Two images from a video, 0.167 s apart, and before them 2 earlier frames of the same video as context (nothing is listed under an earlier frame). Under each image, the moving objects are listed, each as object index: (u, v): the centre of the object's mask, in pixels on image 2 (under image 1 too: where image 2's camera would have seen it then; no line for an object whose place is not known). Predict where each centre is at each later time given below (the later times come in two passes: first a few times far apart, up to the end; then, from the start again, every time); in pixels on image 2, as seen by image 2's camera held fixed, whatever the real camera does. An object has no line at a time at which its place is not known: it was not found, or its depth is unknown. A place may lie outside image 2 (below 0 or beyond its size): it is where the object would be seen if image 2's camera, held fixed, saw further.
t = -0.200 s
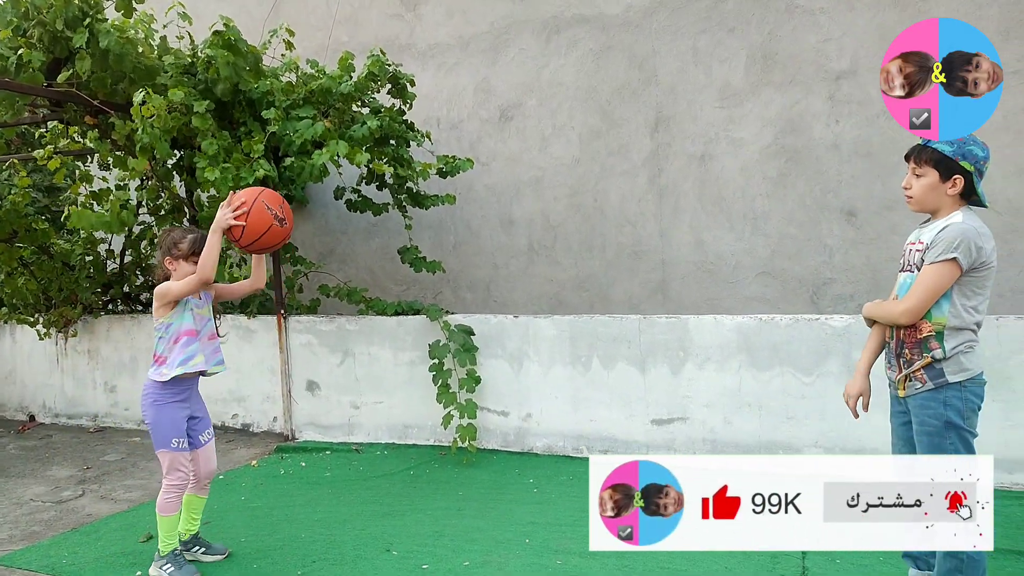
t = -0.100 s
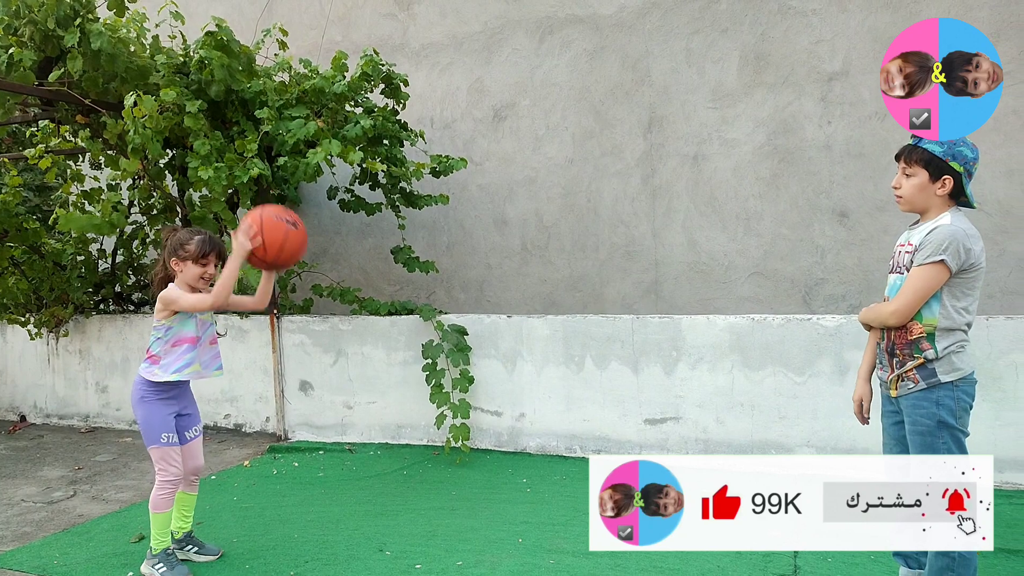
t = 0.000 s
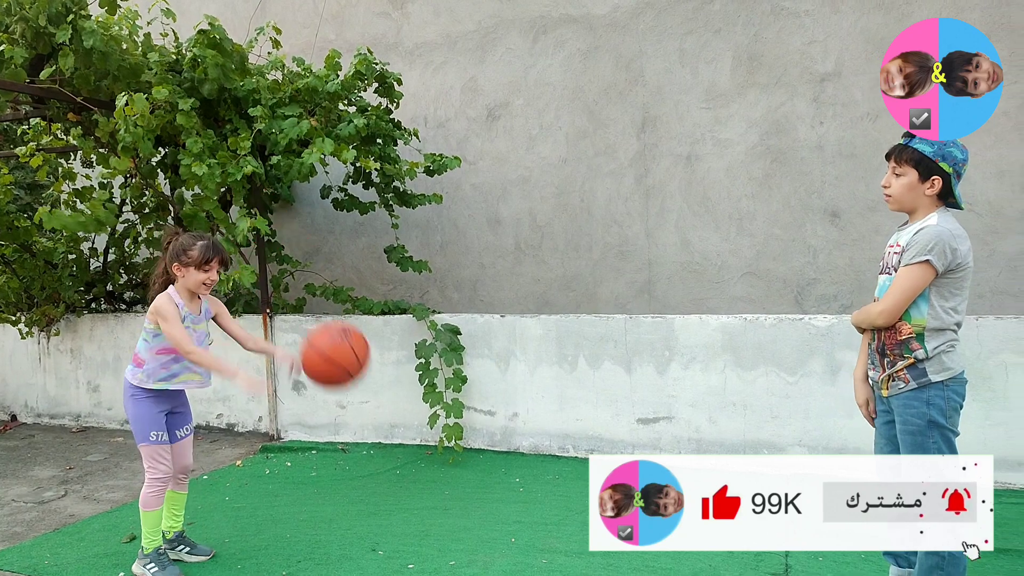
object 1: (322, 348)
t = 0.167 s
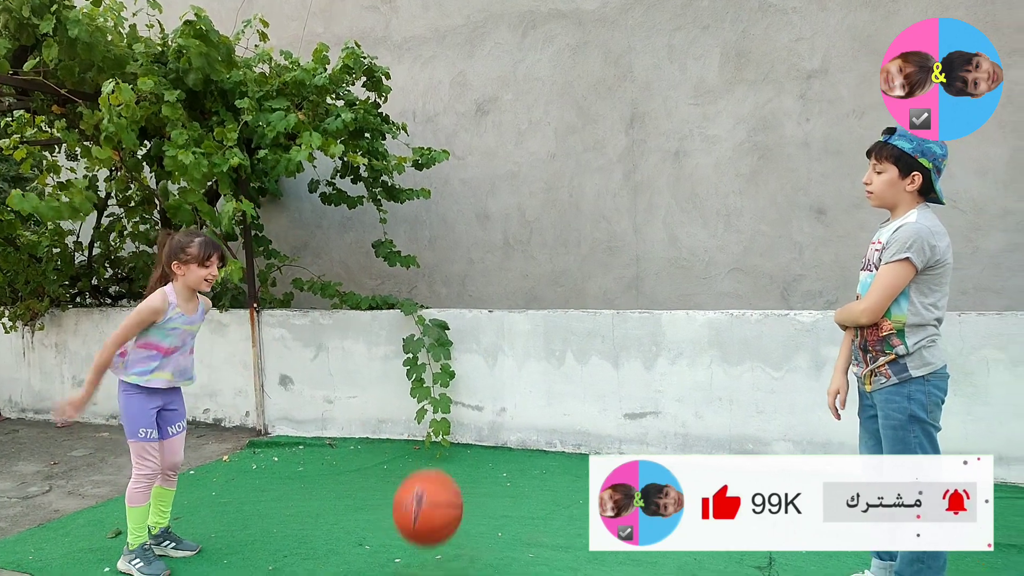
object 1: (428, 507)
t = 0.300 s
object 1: (448, 376)
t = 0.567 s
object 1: (497, 261)
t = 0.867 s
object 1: (566, 397)
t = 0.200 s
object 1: (433, 471)
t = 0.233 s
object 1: (438, 437)
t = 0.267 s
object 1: (443, 405)
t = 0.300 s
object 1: (448, 376)
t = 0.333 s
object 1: (453, 350)
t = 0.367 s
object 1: (459, 328)
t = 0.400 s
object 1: (465, 308)
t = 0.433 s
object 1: (471, 292)
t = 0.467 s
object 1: (477, 279)
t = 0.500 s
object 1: (483, 270)
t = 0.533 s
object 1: (490, 264)
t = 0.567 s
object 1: (497, 261)
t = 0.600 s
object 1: (504, 262)
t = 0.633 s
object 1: (512, 266)
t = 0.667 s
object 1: (519, 274)
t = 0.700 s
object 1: (528, 285)
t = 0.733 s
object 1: (536, 300)
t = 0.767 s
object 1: (544, 319)
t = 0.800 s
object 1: (551, 341)
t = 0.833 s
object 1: (558, 367)
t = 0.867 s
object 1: (566, 397)
